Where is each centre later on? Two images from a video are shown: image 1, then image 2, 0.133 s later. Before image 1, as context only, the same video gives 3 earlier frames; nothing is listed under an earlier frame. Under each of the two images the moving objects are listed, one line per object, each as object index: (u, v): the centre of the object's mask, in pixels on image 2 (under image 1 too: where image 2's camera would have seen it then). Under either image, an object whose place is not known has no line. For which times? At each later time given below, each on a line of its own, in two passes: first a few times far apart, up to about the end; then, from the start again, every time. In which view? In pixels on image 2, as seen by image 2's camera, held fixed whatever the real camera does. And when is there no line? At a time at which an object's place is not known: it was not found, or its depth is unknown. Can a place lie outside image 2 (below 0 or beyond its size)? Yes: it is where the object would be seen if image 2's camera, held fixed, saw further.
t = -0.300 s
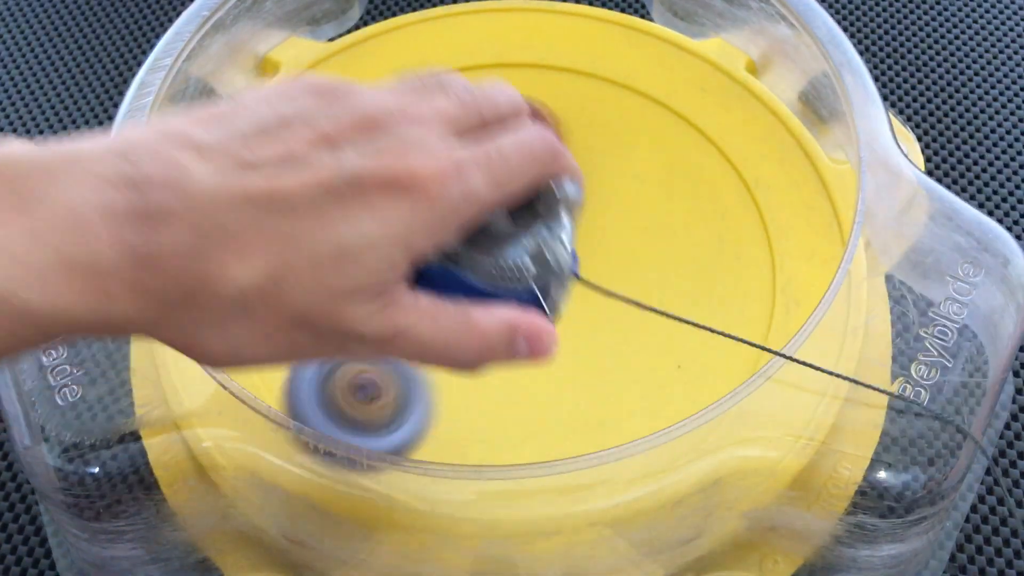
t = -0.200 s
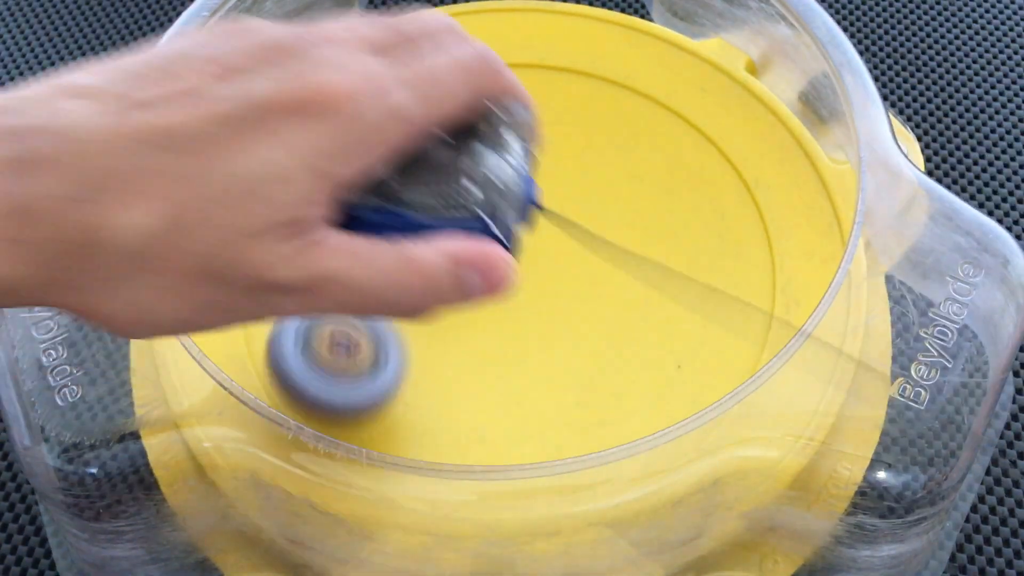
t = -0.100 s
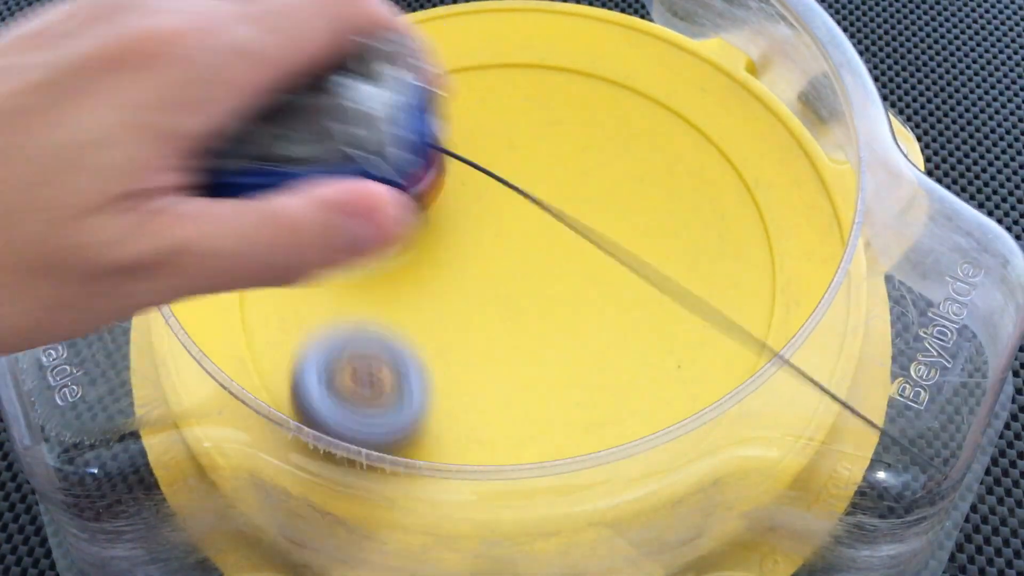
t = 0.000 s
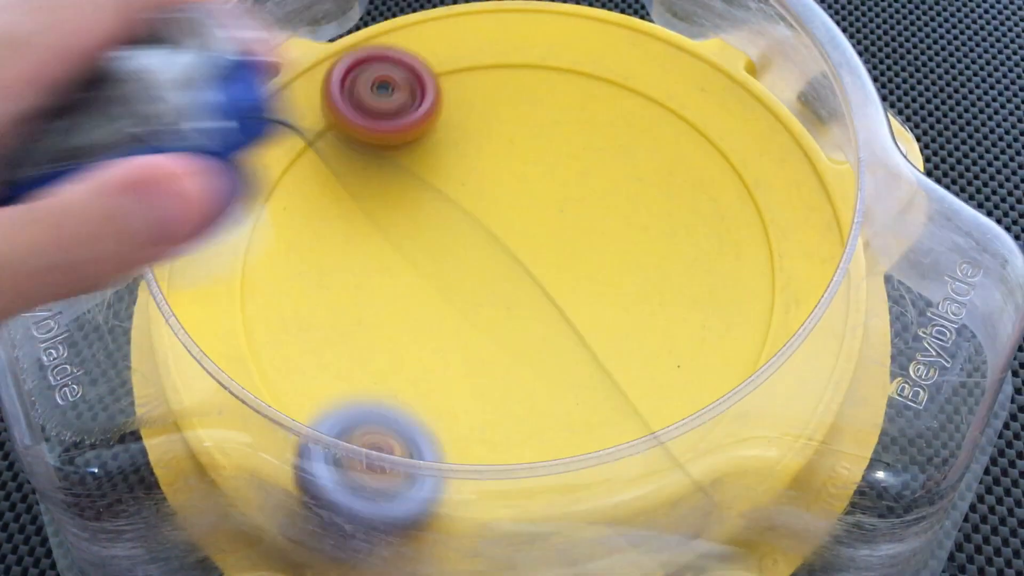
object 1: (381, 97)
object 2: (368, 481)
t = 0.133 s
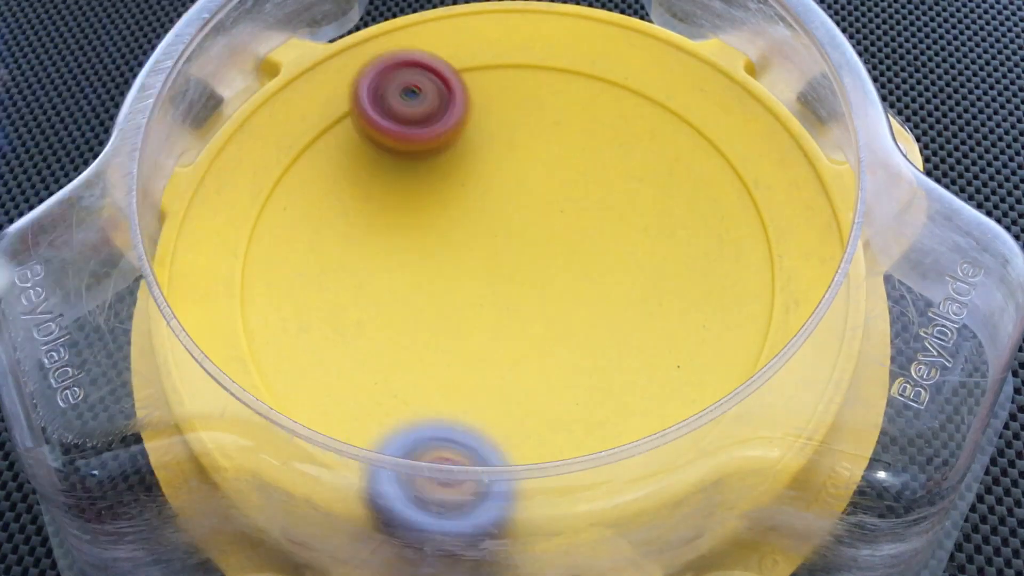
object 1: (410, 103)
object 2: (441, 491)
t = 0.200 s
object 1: (436, 121)
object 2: (486, 513)
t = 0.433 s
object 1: (499, 186)
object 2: (638, 489)
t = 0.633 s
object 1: (573, 214)
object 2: (733, 464)
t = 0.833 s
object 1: (602, 201)
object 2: (729, 421)
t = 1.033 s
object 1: (559, 229)
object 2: (811, 370)
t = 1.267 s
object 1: (555, 312)
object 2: (769, 294)
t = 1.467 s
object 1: (537, 334)
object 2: (690, 261)
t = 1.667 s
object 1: (455, 370)
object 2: (662, 146)
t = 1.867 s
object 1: (469, 350)
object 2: (672, 167)
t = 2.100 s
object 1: (447, 298)
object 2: (538, 128)
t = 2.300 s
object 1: (400, 260)
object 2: (564, 68)
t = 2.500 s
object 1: (401, 245)
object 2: (527, 201)
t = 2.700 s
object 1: (369, 359)
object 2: (551, 144)
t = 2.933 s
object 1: (561, 317)
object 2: (511, 204)
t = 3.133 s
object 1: (605, 231)
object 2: (440, 131)
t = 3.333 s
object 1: (597, 286)
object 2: (454, 57)
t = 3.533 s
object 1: (689, 344)
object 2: (450, 116)
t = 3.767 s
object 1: (647, 294)
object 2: (345, 149)
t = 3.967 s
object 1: (486, 258)
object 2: (303, 169)
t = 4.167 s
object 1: (422, 365)
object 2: (321, 191)
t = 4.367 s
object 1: (553, 406)
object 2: (409, 216)
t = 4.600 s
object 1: (559, 227)
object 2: (457, 342)
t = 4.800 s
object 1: (388, 180)
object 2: (413, 402)
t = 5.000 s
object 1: (299, 235)
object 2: (456, 355)
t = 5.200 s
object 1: (226, 179)
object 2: (626, 378)
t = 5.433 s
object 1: (374, 206)
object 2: (647, 379)
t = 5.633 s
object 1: (496, 233)
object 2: (628, 288)
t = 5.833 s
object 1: (490, 202)
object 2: (689, 201)
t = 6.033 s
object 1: (480, 188)
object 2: (718, 151)
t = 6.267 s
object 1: (492, 218)
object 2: (624, 158)
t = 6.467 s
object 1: (487, 307)
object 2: (554, 127)
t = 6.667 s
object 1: (555, 330)
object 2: (486, 117)
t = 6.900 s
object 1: (552, 259)
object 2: (416, 156)
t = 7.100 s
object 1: (505, 248)
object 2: (334, 184)
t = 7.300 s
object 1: (525, 265)
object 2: (288, 193)
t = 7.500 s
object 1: (534, 252)
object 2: (346, 246)
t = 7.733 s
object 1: (628, 185)
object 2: (294, 346)
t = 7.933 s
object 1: (646, 124)
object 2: (330, 340)
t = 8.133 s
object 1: (554, 140)
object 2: (424, 371)
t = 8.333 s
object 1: (456, 272)
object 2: (549, 382)
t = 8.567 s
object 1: (433, 309)
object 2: (670, 368)
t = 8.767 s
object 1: (471, 311)
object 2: (701, 304)
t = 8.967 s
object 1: (519, 243)
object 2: (655, 233)
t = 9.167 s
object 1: (379, 210)
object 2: (660, 164)
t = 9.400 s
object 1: (370, 269)
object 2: (574, 141)
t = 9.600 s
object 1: (507, 267)
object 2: (486, 163)
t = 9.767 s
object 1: (621, 291)
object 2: (418, 156)
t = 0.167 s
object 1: (422, 109)
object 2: (464, 504)
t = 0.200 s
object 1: (436, 121)
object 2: (486, 513)
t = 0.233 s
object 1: (449, 130)
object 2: (508, 510)
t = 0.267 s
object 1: (461, 140)
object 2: (528, 500)
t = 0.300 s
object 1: (471, 149)
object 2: (549, 483)
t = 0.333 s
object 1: (481, 160)
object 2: (572, 480)
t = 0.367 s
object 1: (486, 169)
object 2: (600, 494)
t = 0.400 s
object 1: (492, 177)
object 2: (626, 496)
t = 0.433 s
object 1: (499, 186)
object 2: (638, 489)
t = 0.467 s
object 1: (510, 195)
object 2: (647, 479)
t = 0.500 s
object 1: (522, 203)
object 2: (657, 471)
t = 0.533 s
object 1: (536, 209)
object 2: (671, 459)
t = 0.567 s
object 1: (548, 213)
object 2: (687, 458)
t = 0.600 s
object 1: (560, 214)
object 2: (705, 455)
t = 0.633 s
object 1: (573, 214)
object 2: (733, 464)
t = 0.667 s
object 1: (583, 213)
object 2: (746, 458)
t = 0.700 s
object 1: (592, 211)
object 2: (739, 458)
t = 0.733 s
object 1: (598, 208)
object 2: (721, 448)
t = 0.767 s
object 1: (601, 205)
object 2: (719, 440)
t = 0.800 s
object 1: (603, 202)
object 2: (721, 431)
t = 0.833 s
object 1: (602, 201)
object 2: (729, 421)
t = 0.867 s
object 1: (598, 201)
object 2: (739, 411)
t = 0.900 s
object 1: (593, 203)
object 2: (752, 402)
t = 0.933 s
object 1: (586, 206)
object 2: (768, 396)
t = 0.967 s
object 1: (578, 212)
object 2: (784, 388)
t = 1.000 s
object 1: (569, 219)
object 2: (798, 379)
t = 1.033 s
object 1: (559, 229)
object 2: (811, 370)
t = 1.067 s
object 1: (550, 242)
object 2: (814, 362)
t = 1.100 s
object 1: (545, 254)
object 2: (807, 354)
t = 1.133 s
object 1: (543, 267)
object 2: (803, 342)
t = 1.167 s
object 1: (543, 282)
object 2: (800, 329)
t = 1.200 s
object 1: (545, 293)
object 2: (797, 319)
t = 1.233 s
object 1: (549, 304)
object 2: (789, 310)
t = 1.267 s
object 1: (555, 312)
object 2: (769, 294)
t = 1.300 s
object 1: (563, 318)
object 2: (764, 286)
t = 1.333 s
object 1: (571, 322)
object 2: (754, 284)
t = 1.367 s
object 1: (577, 323)
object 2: (736, 281)
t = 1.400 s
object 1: (580, 321)
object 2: (716, 281)
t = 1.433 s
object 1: (559, 326)
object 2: (705, 273)
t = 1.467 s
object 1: (537, 334)
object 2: (690, 261)
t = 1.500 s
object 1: (517, 341)
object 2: (676, 243)
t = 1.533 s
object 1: (499, 348)
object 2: (665, 224)
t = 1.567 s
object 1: (482, 356)
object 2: (658, 203)
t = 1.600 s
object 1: (469, 362)
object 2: (655, 183)
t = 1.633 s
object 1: (460, 367)
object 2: (656, 164)
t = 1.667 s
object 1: (455, 370)
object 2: (662, 146)
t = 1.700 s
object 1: (454, 371)
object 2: (670, 129)
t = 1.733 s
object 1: (455, 370)
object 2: (683, 117)
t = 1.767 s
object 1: (456, 366)
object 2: (692, 114)
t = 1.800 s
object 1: (459, 362)
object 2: (689, 138)
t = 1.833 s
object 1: (464, 356)
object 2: (683, 155)
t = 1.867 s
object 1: (469, 350)
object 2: (672, 167)
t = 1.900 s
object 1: (473, 344)
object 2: (656, 173)
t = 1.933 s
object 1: (475, 338)
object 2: (635, 174)
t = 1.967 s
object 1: (473, 332)
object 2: (612, 172)
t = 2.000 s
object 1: (468, 325)
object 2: (590, 165)
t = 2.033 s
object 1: (462, 317)
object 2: (570, 155)
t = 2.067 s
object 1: (455, 307)
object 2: (552, 143)
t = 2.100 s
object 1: (447, 298)
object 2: (538, 128)
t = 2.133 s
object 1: (438, 291)
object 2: (529, 112)
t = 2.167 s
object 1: (431, 283)
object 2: (524, 95)
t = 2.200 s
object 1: (423, 277)
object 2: (526, 79)
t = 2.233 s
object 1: (415, 270)
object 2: (532, 64)
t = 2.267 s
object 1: (407, 265)
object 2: (543, 53)
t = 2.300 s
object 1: (400, 260)
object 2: (564, 68)
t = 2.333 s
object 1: (395, 257)
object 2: (583, 94)
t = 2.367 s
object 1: (391, 255)
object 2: (590, 118)
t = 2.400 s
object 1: (391, 253)
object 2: (588, 144)
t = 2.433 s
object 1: (392, 251)
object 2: (575, 166)
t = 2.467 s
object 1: (396, 248)
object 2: (553, 187)
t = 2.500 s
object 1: (401, 245)
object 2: (527, 201)
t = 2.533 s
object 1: (383, 256)
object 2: (521, 196)
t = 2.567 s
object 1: (360, 280)
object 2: (529, 181)
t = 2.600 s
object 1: (346, 305)
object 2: (532, 167)
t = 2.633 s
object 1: (344, 327)
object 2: (535, 155)
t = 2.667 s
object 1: (353, 344)
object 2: (542, 147)
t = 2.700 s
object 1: (369, 359)
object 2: (551, 144)
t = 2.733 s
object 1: (397, 373)
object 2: (561, 146)
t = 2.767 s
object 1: (424, 377)
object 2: (568, 154)
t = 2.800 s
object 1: (455, 375)
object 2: (570, 166)
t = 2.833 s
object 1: (487, 363)
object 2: (567, 182)
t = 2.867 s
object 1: (516, 343)
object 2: (556, 199)
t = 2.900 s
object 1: (538, 320)
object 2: (537, 211)
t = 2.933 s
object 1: (561, 317)
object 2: (511, 204)
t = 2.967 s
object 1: (583, 311)
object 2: (489, 194)
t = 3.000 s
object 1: (600, 300)
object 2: (472, 184)
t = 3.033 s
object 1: (609, 284)
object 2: (458, 172)
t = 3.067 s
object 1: (613, 267)
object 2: (449, 159)
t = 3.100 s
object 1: (612, 249)
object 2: (442, 145)
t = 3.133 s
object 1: (605, 231)
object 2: (440, 131)
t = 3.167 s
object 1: (591, 217)
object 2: (444, 118)
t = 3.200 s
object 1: (574, 204)
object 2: (454, 107)
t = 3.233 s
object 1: (552, 193)
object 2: (468, 101)
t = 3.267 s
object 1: (547, 209)
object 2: (469, 88)
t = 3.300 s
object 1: (570, 250)
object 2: (451, 57)
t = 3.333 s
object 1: (597, 286)
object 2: (454, 57)
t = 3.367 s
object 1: (622, 314)
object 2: (462, 71)
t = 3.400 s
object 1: (647, 333)
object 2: (466, 79)
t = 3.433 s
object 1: (666, 344)
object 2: (468, 91)
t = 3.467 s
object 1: (679, 347)
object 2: (465, 99)
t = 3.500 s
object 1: (686, 346)
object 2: (460, 109)
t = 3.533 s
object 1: (689, 344)
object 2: (450, 116)
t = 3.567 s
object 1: (688, 341)
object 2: (436, 125)
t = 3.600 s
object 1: (684, 337)
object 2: (421, 130)
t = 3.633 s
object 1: (677, 333)
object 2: (405, 137)
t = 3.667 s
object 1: (672, 327)
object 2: (389, 141)
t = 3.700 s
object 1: (666, 319)
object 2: (374, 146)
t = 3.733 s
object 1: (659, 308)
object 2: (360, 147)
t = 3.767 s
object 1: (647, 294)
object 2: (345, 149)
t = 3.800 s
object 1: (629, 281)
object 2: (333, 152)
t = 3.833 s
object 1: (603, 269)
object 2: (322, 153)
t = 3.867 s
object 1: (578, 260)
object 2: (312, 156)
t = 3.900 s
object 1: (549, 256)
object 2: (307, 159)
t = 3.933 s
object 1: (517, 254)
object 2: (303, 163)
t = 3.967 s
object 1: (486, 258)
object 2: (303, 169)
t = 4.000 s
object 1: (459, 265)
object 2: (307, 177)
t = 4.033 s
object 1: (437, 274)
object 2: (313, 187)
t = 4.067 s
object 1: (421, 286)
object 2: (322, 200)
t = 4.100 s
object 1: (412, 306)
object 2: (326, 207)
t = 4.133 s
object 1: (416, 337)
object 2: (321, 198)
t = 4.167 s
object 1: (422, 365)
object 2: (321, 191)
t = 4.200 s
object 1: (433, 388)
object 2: (327, 183)
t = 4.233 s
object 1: (451, 403)
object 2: (339, 180)
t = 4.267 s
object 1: (473, 410)
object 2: (356, 182)
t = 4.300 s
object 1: (499, 414)
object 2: (373, 190)
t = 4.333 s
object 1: (526, 412)
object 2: (392, 202)
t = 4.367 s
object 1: (553, 406)
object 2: (409, 216)
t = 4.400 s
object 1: (578, 394)
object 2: (423, 233)
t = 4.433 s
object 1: (595, 372)
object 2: (434, 251)
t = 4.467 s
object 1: (605, 345)
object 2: (442, 269)
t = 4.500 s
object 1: (605, 313)
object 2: (449, 288)
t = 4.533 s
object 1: (597, 284)
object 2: (454, 306)
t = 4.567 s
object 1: (582, 255)
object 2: (457, 324)
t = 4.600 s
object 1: (559, 227)
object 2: (457, 342)
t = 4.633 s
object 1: (531, 206)
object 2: (457, 359)
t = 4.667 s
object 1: (502, 190)
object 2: (453, 373)
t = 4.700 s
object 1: (473, 180)
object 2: (447, 384)
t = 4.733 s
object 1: (442, 175)
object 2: (438, 395)
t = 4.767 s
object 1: (414, 175)
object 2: (427, 401)
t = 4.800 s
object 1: (388, 180)
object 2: (413, 402)
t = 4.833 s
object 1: (365, 191)
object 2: (400, 399)
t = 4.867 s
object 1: (349, 206)
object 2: (391, 391)
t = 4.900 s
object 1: (336, 221)
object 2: (389, 377)
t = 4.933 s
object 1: (329, 238)
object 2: (396, 363)
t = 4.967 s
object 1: (326, 253)
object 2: (412, 350)
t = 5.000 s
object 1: (299, 235)
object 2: (456, 355)
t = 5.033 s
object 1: (264, 211)
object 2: (497, 362)
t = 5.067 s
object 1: (246, 192)
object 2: (531, 362)
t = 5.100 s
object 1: (234, 182)
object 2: (557, 364)
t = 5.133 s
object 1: (225, 177)
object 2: (580, 369)
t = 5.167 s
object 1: (222, 177)
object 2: (604, 373)
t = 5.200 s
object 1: (226, 179)
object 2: (626, 378)
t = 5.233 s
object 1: (236, 182)
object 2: (645, 380)
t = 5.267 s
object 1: (249, 184)
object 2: (661, 381)
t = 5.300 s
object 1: (267, 187)
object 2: (683, 389)
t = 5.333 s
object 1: (290, 193)
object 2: (697, 390)
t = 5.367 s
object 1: (317, 199)
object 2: (685, 388)
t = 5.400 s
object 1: (345, 203)
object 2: (662, 380)
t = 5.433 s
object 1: (374, 206)
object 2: (647, 379)
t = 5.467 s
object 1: (404, 208)
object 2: (633, 372)
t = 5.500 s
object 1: (431, 214)
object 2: (625, 359)
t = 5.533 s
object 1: (454, 222)
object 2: (622, 343)
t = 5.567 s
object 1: (472, 229)
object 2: (623, 325)
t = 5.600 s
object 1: (486, 232)
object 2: (626, 307)
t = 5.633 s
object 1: (496, 233)
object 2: (628, 288)
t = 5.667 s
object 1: (502, 230)
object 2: (631, 270)
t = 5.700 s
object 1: (500, 224)
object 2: (642, 253)
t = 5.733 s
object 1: (492, 216)
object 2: (657, 239)
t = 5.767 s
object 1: (490, 211)
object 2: (669, 226)
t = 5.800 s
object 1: (490, 206)
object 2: (680, 213)
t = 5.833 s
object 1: (490, 202)
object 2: (689, 201)
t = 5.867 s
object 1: (489, 198)
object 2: (697, 189)
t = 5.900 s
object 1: (488, 195)
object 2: (705, 179)
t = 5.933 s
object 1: (487, 192)
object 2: (712, 170)
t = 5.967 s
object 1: (486, 190)
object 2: (717, 162)
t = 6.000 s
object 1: (483, 189)
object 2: (720, 156)
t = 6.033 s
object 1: (480, 188)
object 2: (718, 151)
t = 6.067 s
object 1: (477, 190)
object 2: (712, 148)
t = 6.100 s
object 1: (476, 192)
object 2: (703, 146)
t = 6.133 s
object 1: (476, 196)
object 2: (691, 148)
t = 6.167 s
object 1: (478, 201)
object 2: (678, 152)
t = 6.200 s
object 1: (481, 207)
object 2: (661, 154)
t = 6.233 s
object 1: (486, 212)
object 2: (643, 157)
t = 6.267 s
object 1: (492, 218)
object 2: (624, 158)
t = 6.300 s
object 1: (498, 224)
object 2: (606, 159)
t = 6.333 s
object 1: (490, 239)
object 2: (598, 151)
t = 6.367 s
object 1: (482, 257)
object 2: (589, 144)
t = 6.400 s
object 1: (479, 274)
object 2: (577, 137)
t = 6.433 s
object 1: (480, 291)
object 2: (566, 131)
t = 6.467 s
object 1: (487, 307)
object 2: (554, 127)
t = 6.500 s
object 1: (496, 319)
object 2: (541, 124)
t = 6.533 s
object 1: (507, 328)
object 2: (530, 121)
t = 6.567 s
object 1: (520, 333)
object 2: (518, 118)
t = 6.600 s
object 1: (532, 334)
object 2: (507, 116)
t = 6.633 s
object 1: (544, 333)
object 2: (497, 116)
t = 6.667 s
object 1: (555, 330)
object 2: (486, 117)
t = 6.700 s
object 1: (563, 323)
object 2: (475, 119)
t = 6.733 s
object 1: (569, 315)
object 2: (465, 122)
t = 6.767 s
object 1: (572, 304)
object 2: (456, 128)
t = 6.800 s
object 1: (572, 293)
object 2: (446, 134)
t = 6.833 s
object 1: (568, 283)
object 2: (436, 142)
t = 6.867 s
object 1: (562, 271)
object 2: (426, 148)
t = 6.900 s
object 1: (552, 259)
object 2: (416, 156)
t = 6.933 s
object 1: (538, 248)
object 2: (406, 164)
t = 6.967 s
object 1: (521, 241)
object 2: (397, 174)
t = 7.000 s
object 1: (502, 236)
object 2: (387, 181)
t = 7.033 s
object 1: (501, 239)
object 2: (368, 183)
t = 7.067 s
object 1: (503, 243)
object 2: (349, 184)
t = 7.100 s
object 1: (505, 248)
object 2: (334, 184)
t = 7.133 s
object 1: (506, 252)
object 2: (321, 182)
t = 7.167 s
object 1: (508, 257)
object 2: (310, 181)
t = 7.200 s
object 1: (511, 259)
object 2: (301, 182)
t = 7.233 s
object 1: (515, 262)
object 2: (293, 184)
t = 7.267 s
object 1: (520, 264)
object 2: (288, 188)
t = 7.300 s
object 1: (525, 265)
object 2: (288, 193)
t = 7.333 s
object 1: (529, 264)
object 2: (292, 198)
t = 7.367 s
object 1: (533, 263)
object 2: (300, 206)
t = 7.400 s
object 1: (536, 260)
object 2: (310, 214)
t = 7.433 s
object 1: (537, 258)
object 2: (322, 225)
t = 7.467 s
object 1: (536, 255)
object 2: (334, 237)
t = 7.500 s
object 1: (534, 252)
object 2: (346, 246)
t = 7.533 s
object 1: (530, 250)
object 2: (359, 258)
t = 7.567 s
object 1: (526, 249)
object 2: (372, 270)
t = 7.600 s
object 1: (522, 248)
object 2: (386, 281)
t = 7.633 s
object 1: (527, 242)
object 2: (385, 298)
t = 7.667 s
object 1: (570, 223)
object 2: (351, 320)
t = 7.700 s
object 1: (602, 204)
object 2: (316, 337)
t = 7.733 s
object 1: (628, 185)
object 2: (294, 346)
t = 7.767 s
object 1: (646, 170)
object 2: (280, 351)
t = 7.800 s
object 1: (657, 156)
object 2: (285, 348)
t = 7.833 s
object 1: (661, 144)
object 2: (297, 341)
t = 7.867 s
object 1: (658, 135)
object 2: (309, 337)
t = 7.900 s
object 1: (652, 128)
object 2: (318, 336)
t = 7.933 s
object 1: (646, 124)
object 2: (330, 340)
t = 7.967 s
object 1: (639, 121)
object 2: (342, 347)
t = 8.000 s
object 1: (628, 118)
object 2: (356, 353)
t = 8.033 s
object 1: (613, 119)
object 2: (372, 361)
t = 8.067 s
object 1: (594, 122)
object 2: (388, 365)
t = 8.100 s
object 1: (575, 128)
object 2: (406, 371)
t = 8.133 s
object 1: (554, 140)
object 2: (424, 371)
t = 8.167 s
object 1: (532, 156)
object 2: (443, 375)
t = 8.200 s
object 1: (510, 178)
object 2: (461, 374)
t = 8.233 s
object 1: (492, 206)
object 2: (481, 375)
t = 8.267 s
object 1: (479, 233)
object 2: (499, 372)
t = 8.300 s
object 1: (472, 263)
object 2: (519, 371)
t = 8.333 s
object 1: (456, 272)
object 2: (549, 382)
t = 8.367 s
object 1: (442, 277)
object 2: (577, 390)
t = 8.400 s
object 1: (435, 283)
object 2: (595, 390)
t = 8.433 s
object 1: (432, 290)
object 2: (612, 390)
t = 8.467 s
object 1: (429, 296)
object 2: (629, 386)
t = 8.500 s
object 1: (428, 301)
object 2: (643, 381)
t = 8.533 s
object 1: (430, 306)
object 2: (658, 376)
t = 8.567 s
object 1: (433, 309)
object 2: (670, 368)
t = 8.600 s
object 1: (434, 312)
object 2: (681, 361)
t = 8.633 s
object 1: (438, 315)
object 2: (691, 351)
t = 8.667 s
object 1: (444, 315)
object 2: (698, 340)
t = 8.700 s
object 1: (451, 315)
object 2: (701, 330)
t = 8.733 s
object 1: (460, 313)
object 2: (703, 316)
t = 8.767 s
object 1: (471, 311)
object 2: (701, 304)
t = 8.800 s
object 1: (483, 305)
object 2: (698, 293)
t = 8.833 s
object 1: (494, 294)
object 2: (693, 278)
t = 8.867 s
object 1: (503, 285)
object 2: (685, 267)
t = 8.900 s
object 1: (513, 273)
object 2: (678, 256)
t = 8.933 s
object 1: (518, 258)
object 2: (667, 243)
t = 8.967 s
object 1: (519, 243)
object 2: (655, 233)
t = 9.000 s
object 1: (498, 230)
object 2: (662, 217)
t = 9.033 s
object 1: (471, 219)
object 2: (674, 203)
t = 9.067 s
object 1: (445, 212)
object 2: (677, 193)
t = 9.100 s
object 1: (419, 208)
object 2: (674, 182)
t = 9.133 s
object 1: (397, 207)
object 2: (668, 173)
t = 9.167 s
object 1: (379, 210)
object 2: (660, 164)
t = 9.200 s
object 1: (365, 216)
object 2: (652, 157)
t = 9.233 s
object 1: (353, 225)
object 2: (642, 152)
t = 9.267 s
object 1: (348, 233)
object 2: (629, 146)
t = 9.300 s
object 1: (347, 241)
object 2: (617, 143)
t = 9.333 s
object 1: (350, 252)
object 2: (603, 142)
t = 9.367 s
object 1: (359, 261)
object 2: (588, 141)
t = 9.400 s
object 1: (370, 269)
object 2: (574, 141)
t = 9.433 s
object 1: (386, 276)
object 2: (559, 143)
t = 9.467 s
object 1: (410, 283)
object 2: (544, 146)
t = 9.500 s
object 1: (433, 282)
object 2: (529, 149)
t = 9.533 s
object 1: (456, 280)
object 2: (515, 156)
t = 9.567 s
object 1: (484, 274)
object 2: (501, 160)
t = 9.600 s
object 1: (507, 267)
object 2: (486, 163)
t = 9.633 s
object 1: (534, 283)
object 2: (467, 152)
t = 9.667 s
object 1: (562, 297)
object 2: (451, 145)
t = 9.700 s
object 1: (585, 298)
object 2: (438, 145)
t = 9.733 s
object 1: (605, 298)
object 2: (427, 150)
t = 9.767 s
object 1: (621, 291)
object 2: (418, 156)
